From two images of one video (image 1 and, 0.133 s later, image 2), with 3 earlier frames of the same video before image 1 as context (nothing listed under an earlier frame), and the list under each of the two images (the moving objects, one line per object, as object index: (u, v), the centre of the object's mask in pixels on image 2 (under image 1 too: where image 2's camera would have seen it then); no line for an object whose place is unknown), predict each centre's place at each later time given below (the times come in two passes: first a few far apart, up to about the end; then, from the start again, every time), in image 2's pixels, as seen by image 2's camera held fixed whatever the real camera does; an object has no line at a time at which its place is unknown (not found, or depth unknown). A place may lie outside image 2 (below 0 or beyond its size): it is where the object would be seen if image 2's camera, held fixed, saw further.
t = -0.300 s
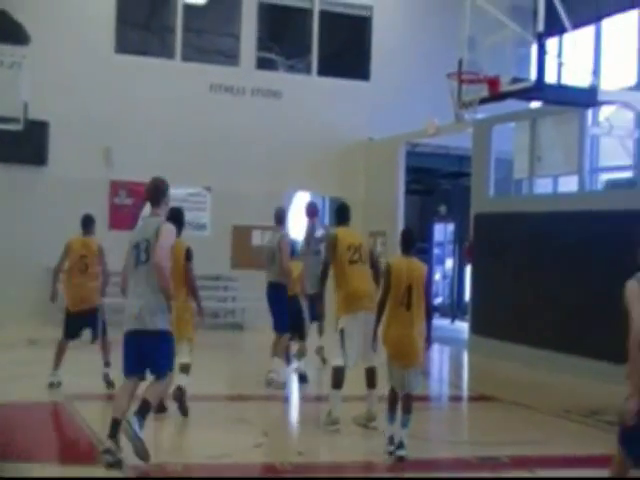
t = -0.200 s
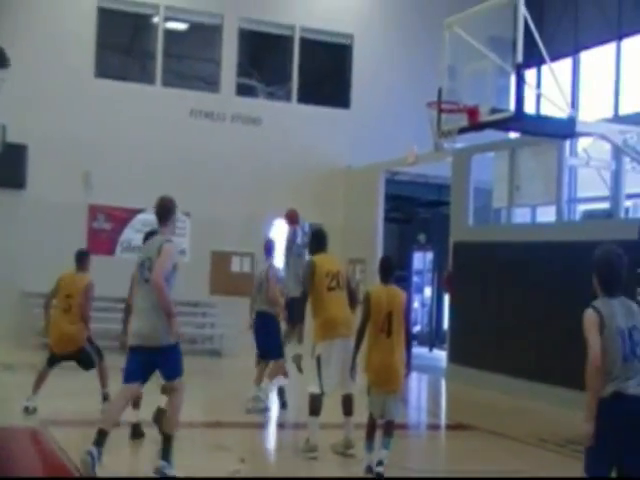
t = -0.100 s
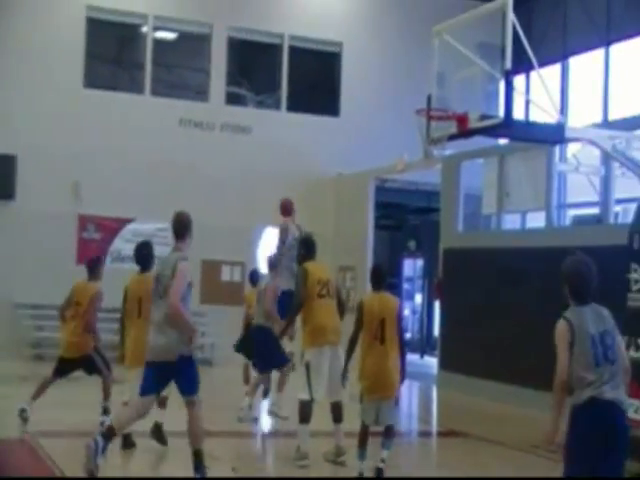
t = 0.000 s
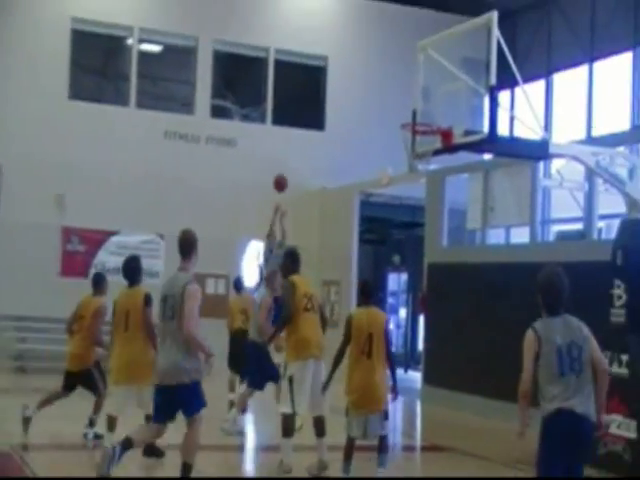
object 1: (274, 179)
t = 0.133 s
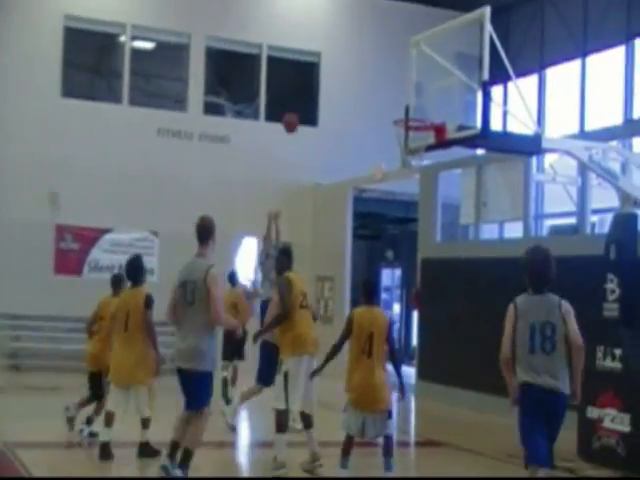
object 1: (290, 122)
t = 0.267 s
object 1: (308, 79)
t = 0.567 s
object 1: (346, 25)
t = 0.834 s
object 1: (382, 45)
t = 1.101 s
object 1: (421, 141)
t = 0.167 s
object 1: (295, 112)
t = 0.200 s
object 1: (298, 99)
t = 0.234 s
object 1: (302, 89)
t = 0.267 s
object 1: (308, 79)
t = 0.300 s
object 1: (311, 70)
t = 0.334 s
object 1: (316, 61)
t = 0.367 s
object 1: (320, 54)
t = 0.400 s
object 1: (324, 46)
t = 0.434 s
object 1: (329, 40)
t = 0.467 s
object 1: (333, 35)
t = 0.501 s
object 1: (338, 31)
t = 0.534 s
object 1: (342, 28)
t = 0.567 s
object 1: (346, 25)
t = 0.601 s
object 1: (351, 24)
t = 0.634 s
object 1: (356, 24)
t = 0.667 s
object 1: (359, 25)
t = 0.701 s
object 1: (364, 26)
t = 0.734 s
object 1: (368, 29)
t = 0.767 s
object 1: (373, 33)
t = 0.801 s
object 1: (377, 39)
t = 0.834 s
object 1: (382, 45)
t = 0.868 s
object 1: (386, 53)
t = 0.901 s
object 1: (391, 62)
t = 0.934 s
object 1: (396, 73)
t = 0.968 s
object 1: (401, 85)
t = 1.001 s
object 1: (407, 97)
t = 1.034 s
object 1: (412, 113)
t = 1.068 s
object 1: (417, 129)
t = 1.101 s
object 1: (421, 141)
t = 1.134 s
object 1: (421, 143)
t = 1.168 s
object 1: (418, 142)
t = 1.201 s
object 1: (416, 143)
